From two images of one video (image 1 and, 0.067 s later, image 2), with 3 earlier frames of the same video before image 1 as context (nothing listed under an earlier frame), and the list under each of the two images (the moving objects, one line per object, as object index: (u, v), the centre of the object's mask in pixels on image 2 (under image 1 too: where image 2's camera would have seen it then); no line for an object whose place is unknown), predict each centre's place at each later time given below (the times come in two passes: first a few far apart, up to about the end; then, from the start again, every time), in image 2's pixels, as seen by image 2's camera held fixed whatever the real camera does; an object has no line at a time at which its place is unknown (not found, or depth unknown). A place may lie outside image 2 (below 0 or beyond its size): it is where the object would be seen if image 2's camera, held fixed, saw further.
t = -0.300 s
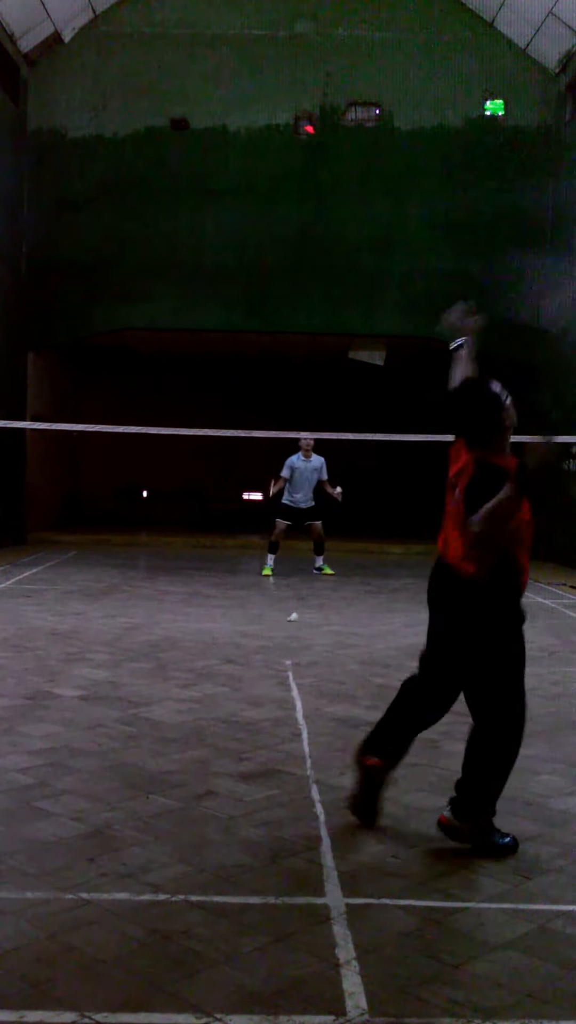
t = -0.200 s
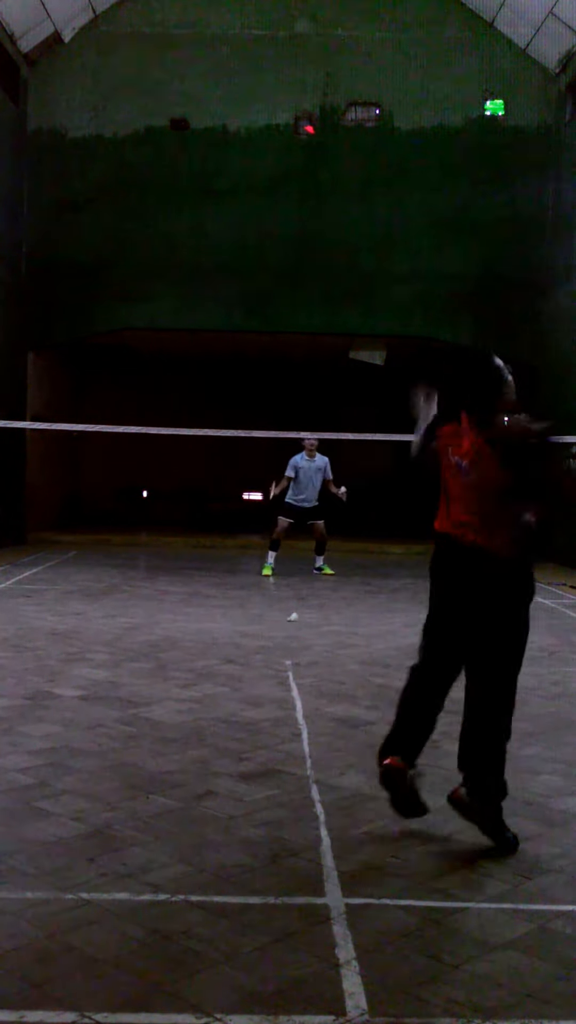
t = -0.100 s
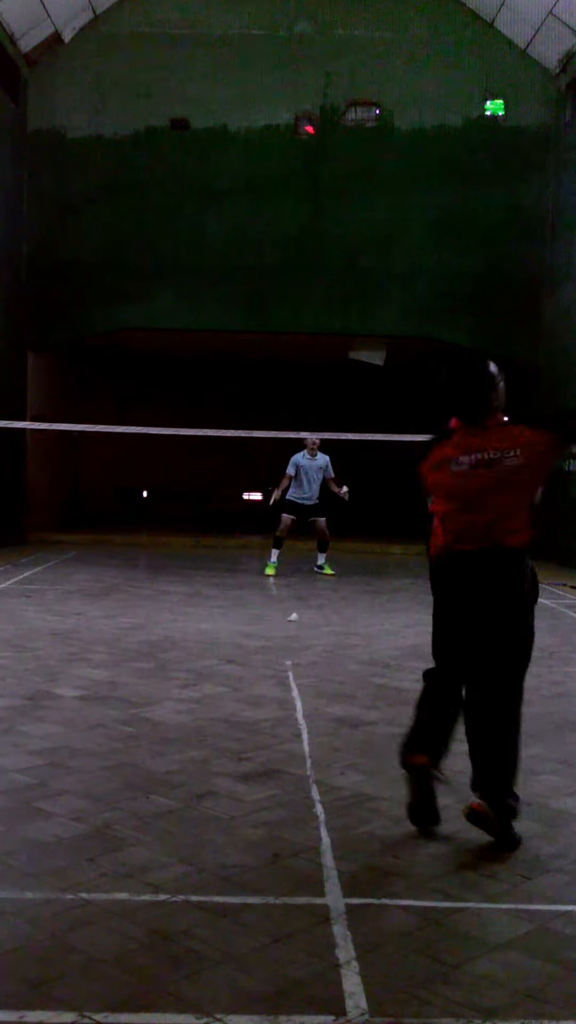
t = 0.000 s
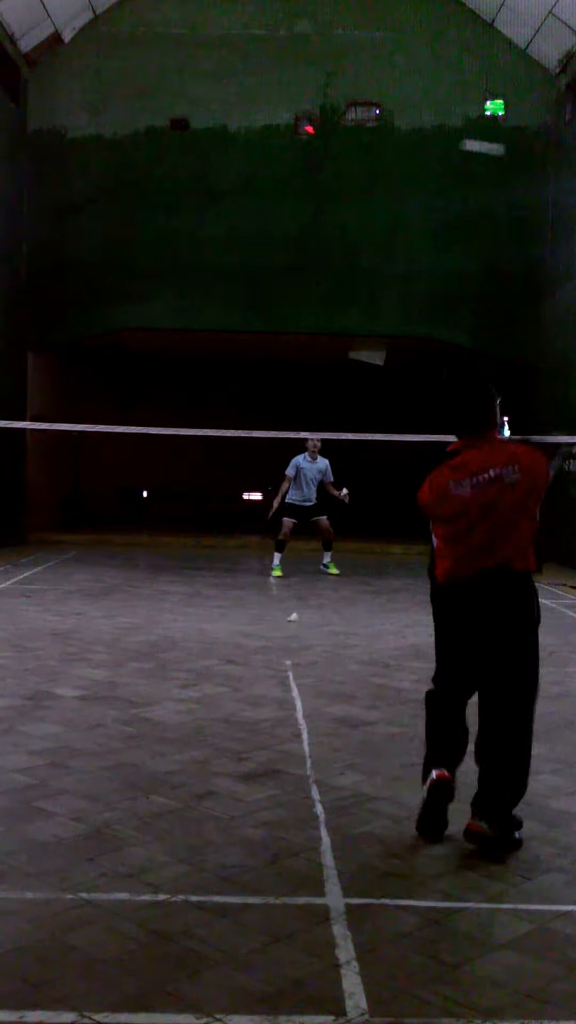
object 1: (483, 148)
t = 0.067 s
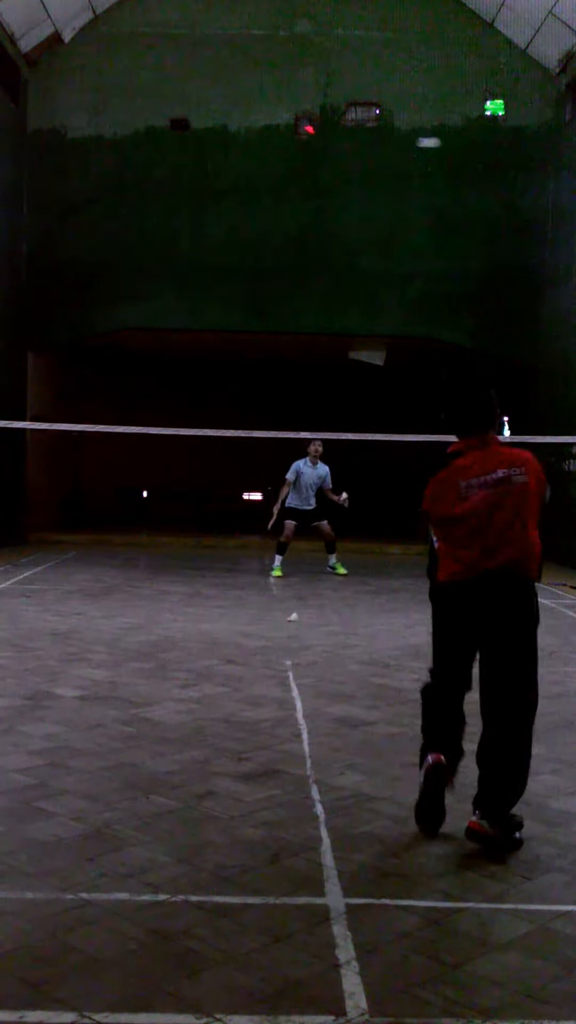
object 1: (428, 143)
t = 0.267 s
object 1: (369, 158)
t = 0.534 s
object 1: (336, 211)
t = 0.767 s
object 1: (317, 277)
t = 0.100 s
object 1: (413, 143)
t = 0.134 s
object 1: (401, 144)
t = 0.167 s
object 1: (391, 147)
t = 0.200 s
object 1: (382, 150)
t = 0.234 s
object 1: (375, 154)
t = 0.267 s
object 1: (369, 158)
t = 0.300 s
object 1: (363, 163)
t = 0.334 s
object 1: (358, 169)
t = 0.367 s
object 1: (354, 174)
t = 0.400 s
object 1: (350, 181)
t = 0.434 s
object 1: (346, 188)
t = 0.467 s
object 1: (342, 195)
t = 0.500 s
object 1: (339, 204)
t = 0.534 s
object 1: (336, 211)
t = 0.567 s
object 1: (333, 220)
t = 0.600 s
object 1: (330, 228)
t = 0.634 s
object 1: (327, 238)
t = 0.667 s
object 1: (325, 247)
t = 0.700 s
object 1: (322, 257)
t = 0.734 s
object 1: (320, 267)
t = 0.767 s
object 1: (317, 277)
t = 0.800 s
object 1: (315, 287)
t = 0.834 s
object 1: (313, 298)
